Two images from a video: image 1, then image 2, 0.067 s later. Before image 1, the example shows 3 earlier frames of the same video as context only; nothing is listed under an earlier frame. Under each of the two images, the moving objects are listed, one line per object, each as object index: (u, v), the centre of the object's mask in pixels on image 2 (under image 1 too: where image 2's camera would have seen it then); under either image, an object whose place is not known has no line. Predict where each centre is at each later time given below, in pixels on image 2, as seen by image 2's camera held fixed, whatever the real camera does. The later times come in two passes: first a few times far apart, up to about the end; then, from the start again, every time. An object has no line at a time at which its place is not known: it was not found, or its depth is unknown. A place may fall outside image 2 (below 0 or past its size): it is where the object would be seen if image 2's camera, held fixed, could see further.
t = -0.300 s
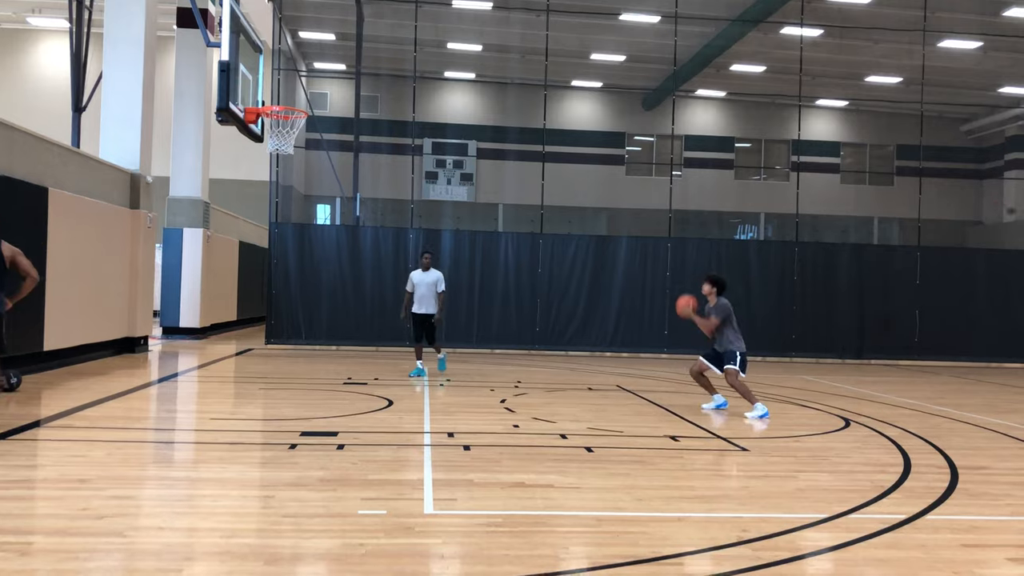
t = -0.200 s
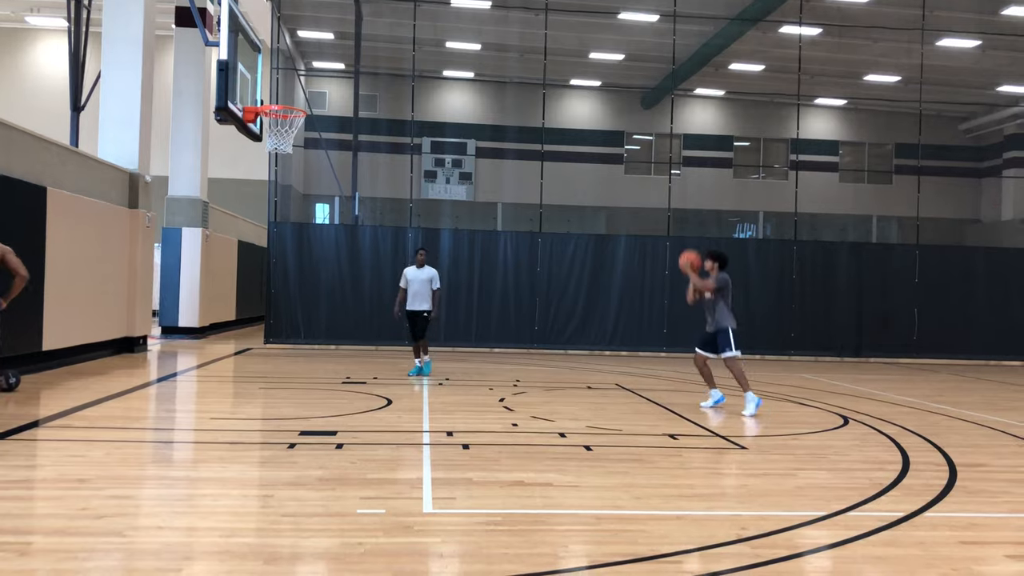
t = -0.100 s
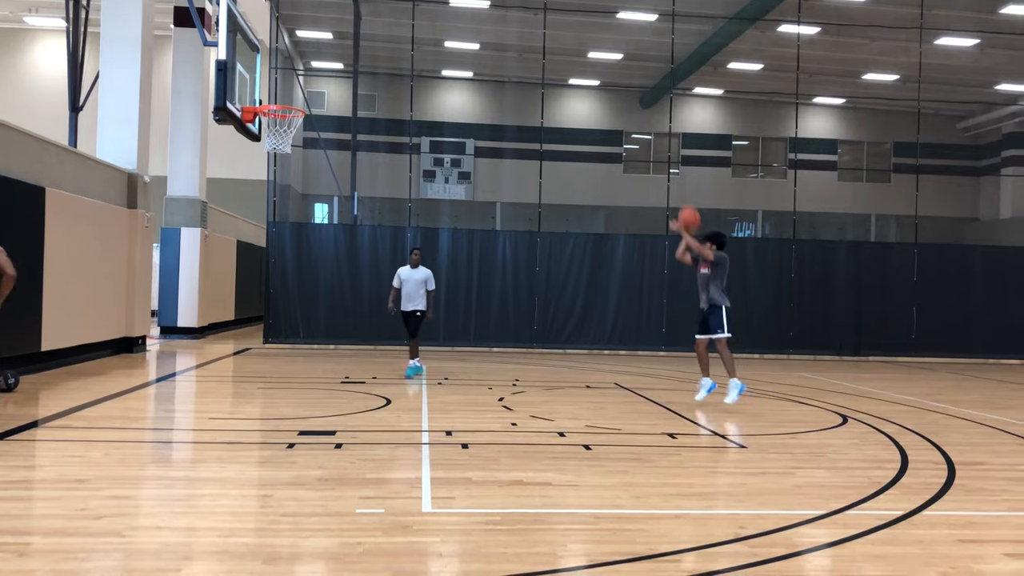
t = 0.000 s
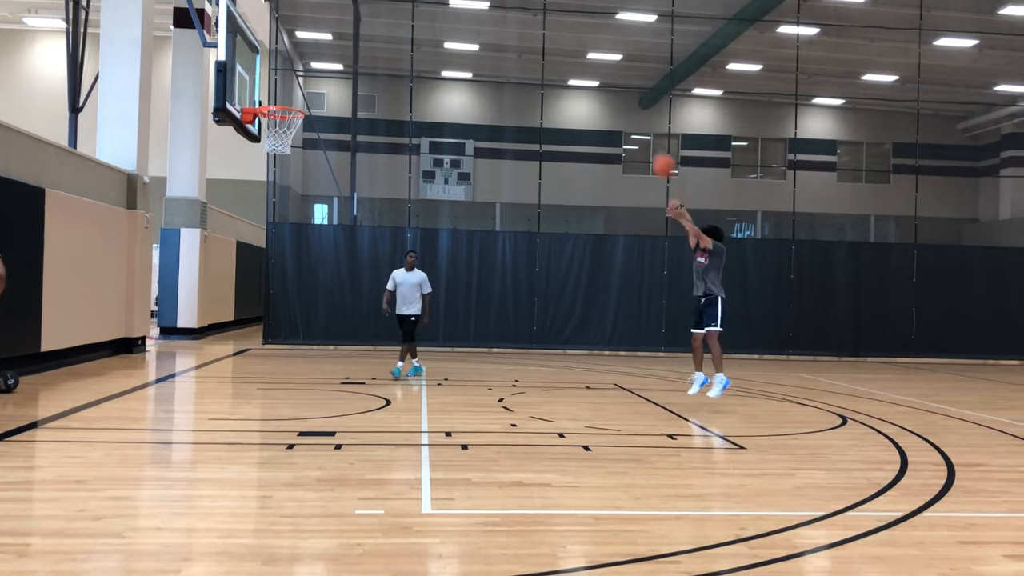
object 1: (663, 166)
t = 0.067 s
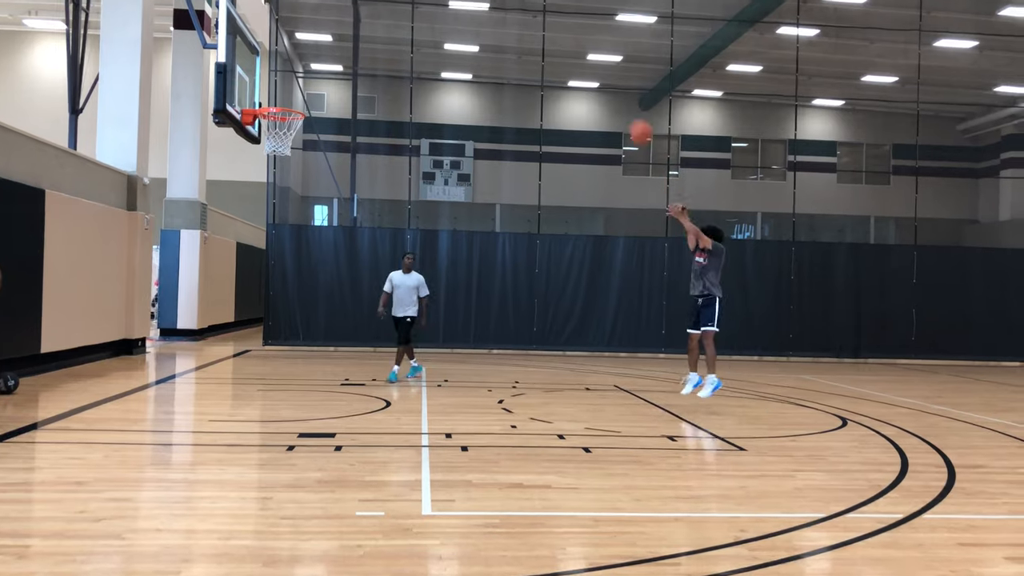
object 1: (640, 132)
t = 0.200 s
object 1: (595, 76)
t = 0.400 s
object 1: (527, 23)
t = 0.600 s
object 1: (457, 3)
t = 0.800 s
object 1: (387, 21)
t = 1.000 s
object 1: (315, 76)
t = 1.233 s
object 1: (263, 137)
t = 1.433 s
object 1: (270, 152)
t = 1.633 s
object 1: (284, 196)
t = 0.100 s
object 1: (629, 117)
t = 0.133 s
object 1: (618, 102)
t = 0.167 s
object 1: (607, 88)
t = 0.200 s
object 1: (595, 76)
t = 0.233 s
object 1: (583, 65)
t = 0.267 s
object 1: (573, 54)
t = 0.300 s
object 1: (562, 45)
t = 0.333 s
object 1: (550, 37)
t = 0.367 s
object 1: (539, 30)
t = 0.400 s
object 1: (527, 23)
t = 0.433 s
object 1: (515, 16)
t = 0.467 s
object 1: (504, 12)
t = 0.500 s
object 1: (494, 9)
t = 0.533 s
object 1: (482, 6)
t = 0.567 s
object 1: (470, 4)
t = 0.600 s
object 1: (457, 3)
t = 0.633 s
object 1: (445, 4)
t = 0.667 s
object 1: (434, 5)
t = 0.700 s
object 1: (422, 8)
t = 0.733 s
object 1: (410, 11)
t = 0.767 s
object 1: (399, 16)
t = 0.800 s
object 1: (387, 21)
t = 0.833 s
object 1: (375, 27)
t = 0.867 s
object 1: (363, 35)
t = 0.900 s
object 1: (351, 44)
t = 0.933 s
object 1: (339, 53)
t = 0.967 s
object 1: (328, 62)
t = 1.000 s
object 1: (315, 76)
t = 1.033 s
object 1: (303, 87)
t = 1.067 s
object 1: (291, 100)
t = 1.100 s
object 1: (280, 115)
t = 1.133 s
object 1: (269, 128)
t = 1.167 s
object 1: (262, 135)
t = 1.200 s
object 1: (260, 134)
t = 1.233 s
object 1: (263, 137)
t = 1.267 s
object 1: (264, 138)
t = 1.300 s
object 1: (263, 139)
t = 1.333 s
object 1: (264, 141)
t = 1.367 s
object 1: (267, 140)
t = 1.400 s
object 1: (268, 142)
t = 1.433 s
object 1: (270, 152)
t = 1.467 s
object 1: (273, 156)
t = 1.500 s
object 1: (275, 160)
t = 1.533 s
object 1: (278, 168)
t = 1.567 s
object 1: (280, 176)
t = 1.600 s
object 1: (282, 186)
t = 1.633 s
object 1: (284, 196)
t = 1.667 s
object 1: (287, 207)
